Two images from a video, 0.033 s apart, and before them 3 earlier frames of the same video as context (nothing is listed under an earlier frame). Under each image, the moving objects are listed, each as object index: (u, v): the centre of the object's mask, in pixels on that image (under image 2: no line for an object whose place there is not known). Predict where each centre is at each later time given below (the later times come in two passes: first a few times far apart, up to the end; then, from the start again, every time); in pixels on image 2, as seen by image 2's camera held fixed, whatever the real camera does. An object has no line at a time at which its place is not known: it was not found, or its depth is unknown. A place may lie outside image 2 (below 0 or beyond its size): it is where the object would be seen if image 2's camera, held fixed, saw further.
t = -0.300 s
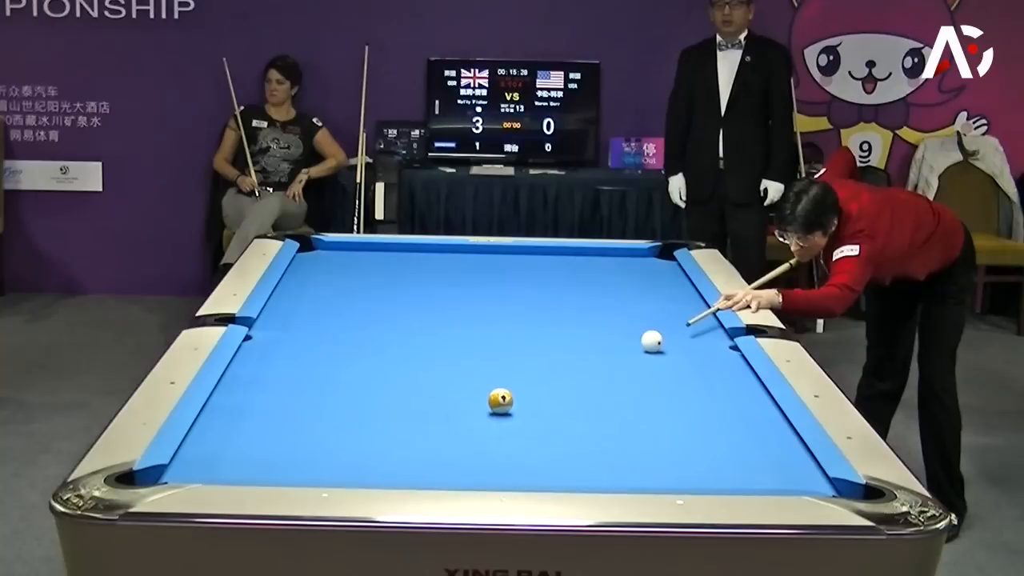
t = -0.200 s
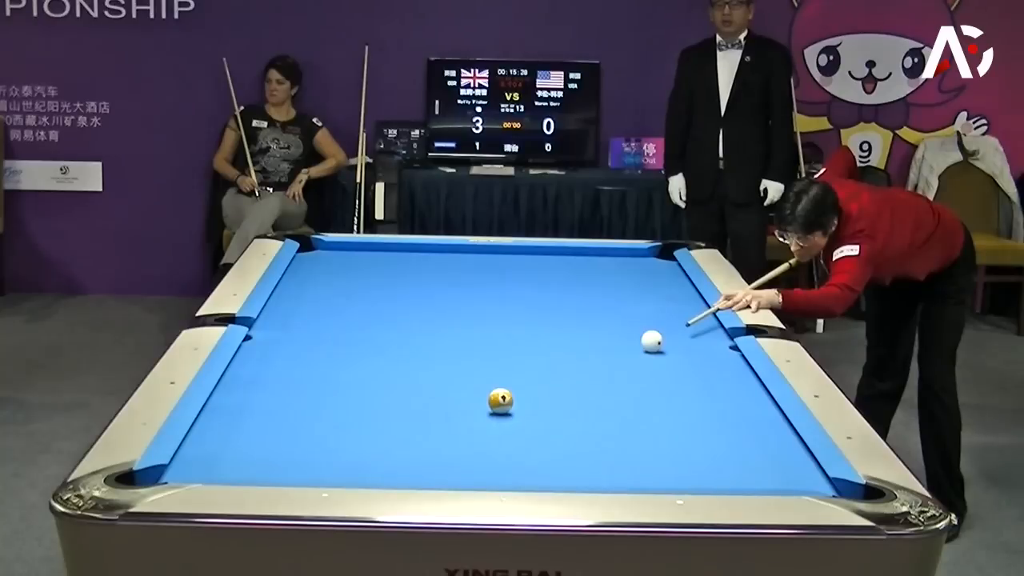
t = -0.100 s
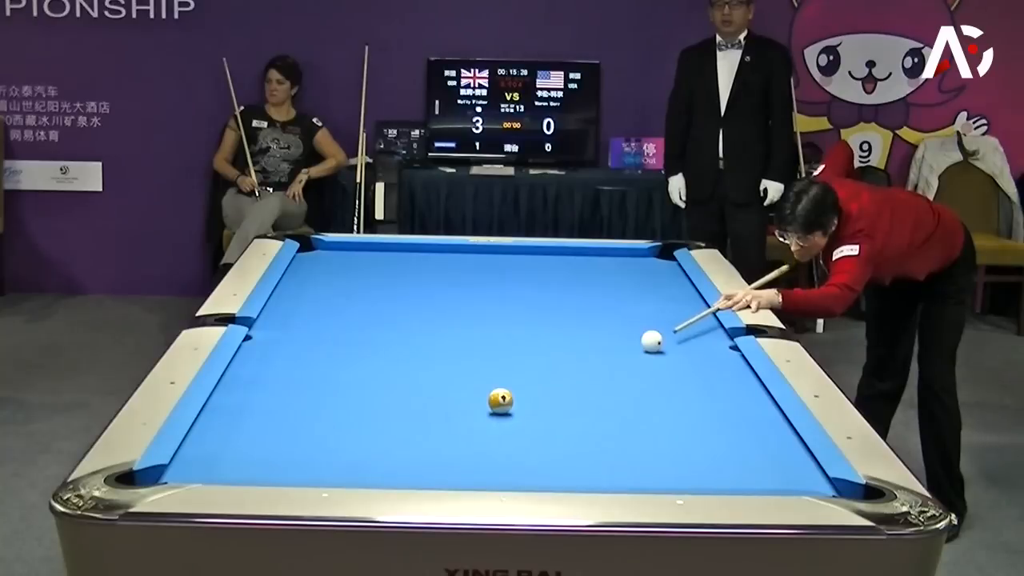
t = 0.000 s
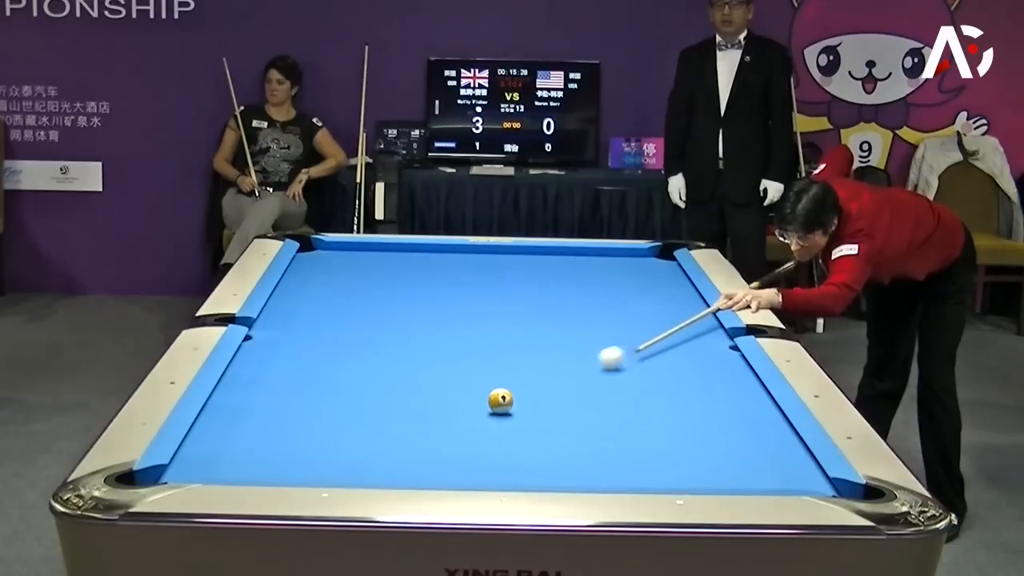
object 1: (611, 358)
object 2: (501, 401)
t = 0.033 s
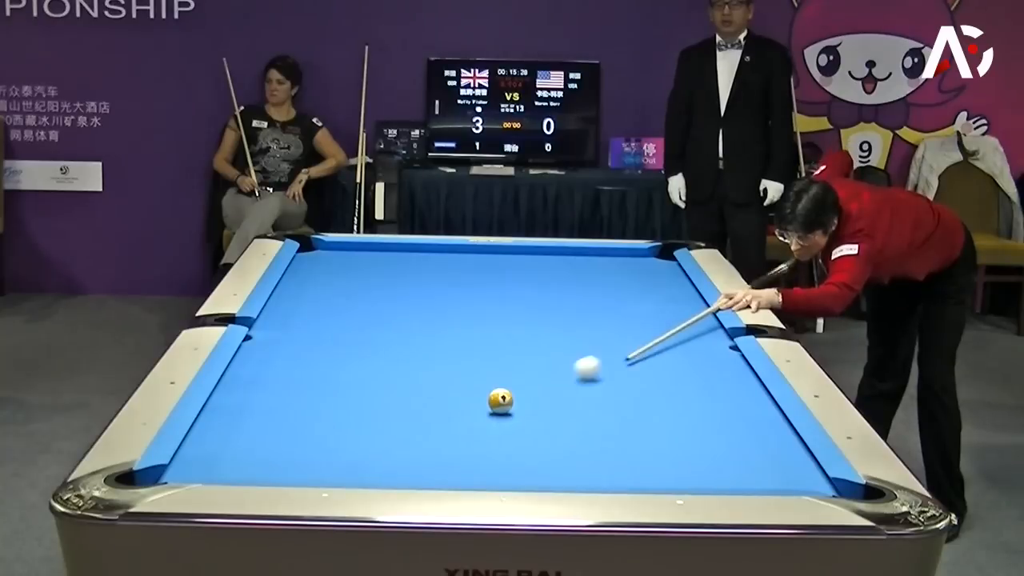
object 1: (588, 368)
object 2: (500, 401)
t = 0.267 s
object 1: (548, 411)
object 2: (340, 437)
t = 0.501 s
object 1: (583, 435)
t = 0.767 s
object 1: (625, 465)
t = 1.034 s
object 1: (670, 479)
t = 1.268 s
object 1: (706, 471)
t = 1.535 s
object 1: (743, 458)
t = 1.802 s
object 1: (777, 447)
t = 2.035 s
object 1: (777, 437)
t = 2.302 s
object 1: (751, 427)
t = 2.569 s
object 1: (729, 418)
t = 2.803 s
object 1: (711, 411)
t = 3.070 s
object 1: (694, 404)
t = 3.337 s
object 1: (677, 398)
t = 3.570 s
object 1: (665, 393)
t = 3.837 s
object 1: (653, 389)
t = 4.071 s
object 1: (643, 385)
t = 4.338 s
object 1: (633, 382)
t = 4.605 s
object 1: (625, 379)
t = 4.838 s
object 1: (620, 377)
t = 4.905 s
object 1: (619, 376)
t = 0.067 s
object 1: (562, 378)
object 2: (500, 401)
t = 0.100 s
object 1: (537, 389)
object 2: (500, 401)
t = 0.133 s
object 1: (522, 398)
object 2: (489, 403)
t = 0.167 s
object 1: (529, 401)
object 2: (453, 412)
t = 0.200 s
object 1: (536, 405)
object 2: (416, 419)
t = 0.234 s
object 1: (543, 408)
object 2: (379, 429)
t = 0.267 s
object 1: (548, 411)
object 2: (340, 437)
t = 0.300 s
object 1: (553, 414)
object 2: (301, 447)
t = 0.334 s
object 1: (558, 418)
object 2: (263, 455)
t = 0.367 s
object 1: (563, 421)
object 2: (222, 463)
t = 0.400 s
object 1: (568, 425)
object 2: (181, 469)
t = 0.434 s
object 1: (572, 428)
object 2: (142, 478)
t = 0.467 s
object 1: (577, 432)
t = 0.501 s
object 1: (583, 435)
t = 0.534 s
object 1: (588, 439)
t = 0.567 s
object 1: (593, 442)
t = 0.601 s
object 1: (598, 446)
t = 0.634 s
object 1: (603, 449)
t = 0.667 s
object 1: (609, 453)
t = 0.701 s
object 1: (614, 457)
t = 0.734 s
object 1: (619, 461)
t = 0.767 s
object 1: (625, 465)
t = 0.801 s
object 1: (630, 469)
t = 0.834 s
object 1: (636, 472)
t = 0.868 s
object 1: (642, 475)
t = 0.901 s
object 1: (647, 477)
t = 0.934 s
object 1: (653, 479)
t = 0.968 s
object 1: (658, 481)
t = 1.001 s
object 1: (664, 480)
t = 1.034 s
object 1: (670, 479)
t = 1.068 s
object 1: (676, 478)
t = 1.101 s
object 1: (681, 477)
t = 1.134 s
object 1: (686, 476)
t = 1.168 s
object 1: (691, 475)
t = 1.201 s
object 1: (696, 474)
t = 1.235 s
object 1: (701, 473)
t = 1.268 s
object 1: (706, 471)
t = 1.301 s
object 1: (710, 469)
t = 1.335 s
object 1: (716, 468)
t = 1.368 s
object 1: (720, 466)
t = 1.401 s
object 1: (725, 465)
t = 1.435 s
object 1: (730, 463)
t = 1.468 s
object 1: (734, 461)
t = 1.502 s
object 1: (739, 460)
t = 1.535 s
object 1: (743, 458)
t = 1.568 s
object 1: (748, 456)
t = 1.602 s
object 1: (752, 455)
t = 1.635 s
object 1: (756, 453)
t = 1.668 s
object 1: (761, 452)
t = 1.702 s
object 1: (765, 451)
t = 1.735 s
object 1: (769, 449)
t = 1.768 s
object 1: (773, 448)
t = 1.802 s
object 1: (777, 447)
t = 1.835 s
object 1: (781, 445)
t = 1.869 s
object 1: (785, 443)
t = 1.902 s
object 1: (789, 442)
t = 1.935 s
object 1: (787, 441)
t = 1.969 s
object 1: (784, 440)
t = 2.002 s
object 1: (780, 438)
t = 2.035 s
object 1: (777, 437)
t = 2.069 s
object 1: (774, 436)
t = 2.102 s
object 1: (770, 434)
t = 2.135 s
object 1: (767, 433)
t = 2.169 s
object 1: (764, 432)
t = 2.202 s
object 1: (760, 431)
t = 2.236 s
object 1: (757, 429)
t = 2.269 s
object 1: (754, 428)
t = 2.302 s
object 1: (751, 427)
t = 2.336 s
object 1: (749, 426)
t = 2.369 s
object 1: (746, 425)
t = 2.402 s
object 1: (743, 424)
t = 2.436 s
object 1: (740, 422)
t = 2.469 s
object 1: (737, 421)
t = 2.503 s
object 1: (734, 420)
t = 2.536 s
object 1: (731, 419)
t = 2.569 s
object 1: (729, 418)
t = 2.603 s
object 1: (726, 417)
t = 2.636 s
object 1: (724, 416)
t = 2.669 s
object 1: (721, 415)
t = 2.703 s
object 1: (719, 414)
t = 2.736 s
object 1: (716, 413)
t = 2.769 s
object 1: (714, 412)
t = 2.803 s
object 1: (711, 411)
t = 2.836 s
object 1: (709, 410)
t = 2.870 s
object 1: (707, 410)
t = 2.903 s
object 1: (704, 409)
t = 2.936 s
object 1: (702, 408)
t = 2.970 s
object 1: (700, 407)
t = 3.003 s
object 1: (698, 406)
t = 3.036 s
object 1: (696, 405)
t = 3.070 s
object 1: (694, 404)
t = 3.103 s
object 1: (691, 404)
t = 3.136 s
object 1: (689, 403)
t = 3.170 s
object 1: (687, 402)
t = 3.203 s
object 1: (685, 401)
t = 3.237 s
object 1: (683, 400)
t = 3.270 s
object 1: (681, 400)
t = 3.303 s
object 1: (679, 399)
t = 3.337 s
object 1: (677, 398)
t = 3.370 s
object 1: (676, 397)
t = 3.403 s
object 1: (674, 397)
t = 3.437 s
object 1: (672, 396)
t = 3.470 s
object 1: (671, 395)
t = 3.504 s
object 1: (668, 395)
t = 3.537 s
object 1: (667, 394)
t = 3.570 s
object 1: (665, 393)
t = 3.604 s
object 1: (664, 393)
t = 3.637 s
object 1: (662, 392)
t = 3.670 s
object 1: (660, 391)
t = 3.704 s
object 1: (659, 391)
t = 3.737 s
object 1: (657, 390)
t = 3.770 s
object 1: (656, 390)
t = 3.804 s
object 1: (654, 389)
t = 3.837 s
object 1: (653, 389)
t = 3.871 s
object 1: (651, 388)
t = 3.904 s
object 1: (650, 388)
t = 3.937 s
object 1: (648, 387)
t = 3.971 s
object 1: (647, 386)
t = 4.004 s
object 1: (645, 386)
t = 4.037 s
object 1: (644, 386)
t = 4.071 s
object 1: (643, 385)
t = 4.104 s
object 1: (642, 385)
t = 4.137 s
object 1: (640, 384)
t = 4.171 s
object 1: (639, 384)
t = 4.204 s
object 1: (638, 383)
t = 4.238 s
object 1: (637, 383)
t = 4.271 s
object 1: (635, 382)
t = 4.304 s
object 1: (634, 382)
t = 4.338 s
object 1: (633, 382)
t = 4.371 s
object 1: (632, 381)
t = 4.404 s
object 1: (631, 381)
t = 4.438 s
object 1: (630, 381)
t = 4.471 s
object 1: (629, 380)
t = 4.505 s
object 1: (628, 380)
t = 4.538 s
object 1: (627, 380)
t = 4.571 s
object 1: (626, 379)
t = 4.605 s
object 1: (625, 379)
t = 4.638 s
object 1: (625, 379)
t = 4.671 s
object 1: (624, 378)
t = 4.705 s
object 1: (623, 378)
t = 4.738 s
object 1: (622, 378)
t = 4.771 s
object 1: (621, 377)
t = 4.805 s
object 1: (621, 377)
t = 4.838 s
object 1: (620, 377)
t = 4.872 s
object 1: (619, 377)
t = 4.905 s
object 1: (619, 376)
